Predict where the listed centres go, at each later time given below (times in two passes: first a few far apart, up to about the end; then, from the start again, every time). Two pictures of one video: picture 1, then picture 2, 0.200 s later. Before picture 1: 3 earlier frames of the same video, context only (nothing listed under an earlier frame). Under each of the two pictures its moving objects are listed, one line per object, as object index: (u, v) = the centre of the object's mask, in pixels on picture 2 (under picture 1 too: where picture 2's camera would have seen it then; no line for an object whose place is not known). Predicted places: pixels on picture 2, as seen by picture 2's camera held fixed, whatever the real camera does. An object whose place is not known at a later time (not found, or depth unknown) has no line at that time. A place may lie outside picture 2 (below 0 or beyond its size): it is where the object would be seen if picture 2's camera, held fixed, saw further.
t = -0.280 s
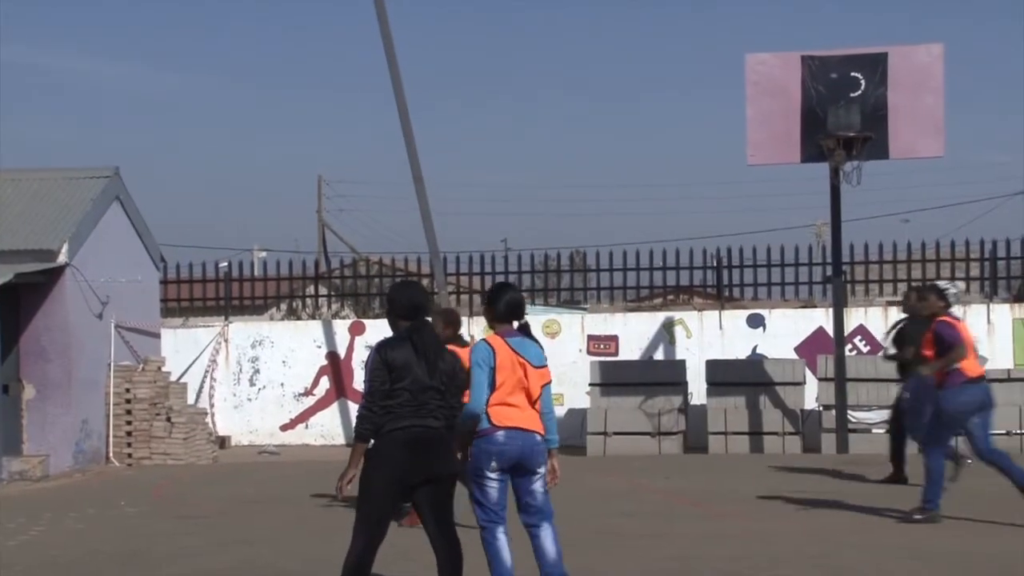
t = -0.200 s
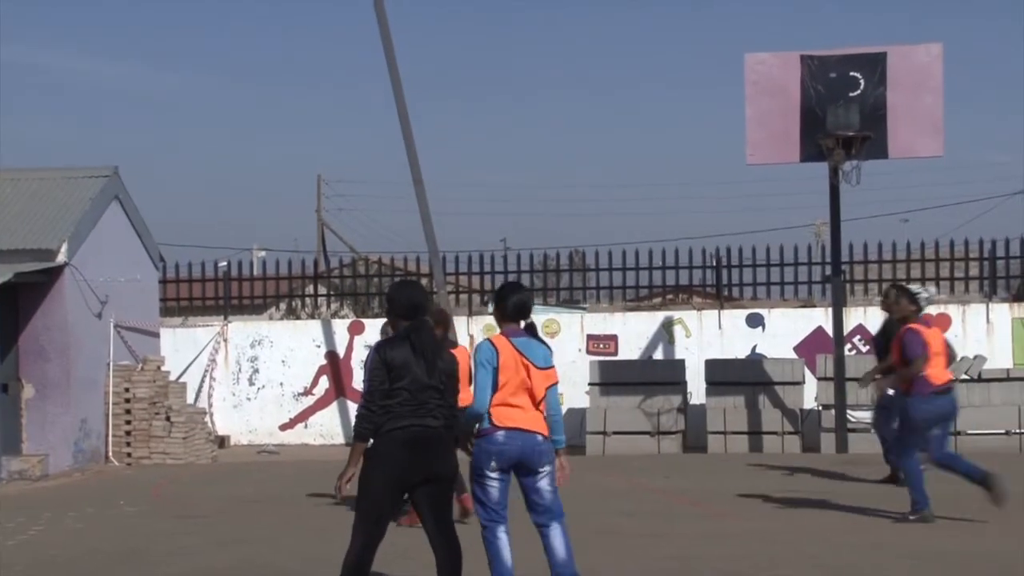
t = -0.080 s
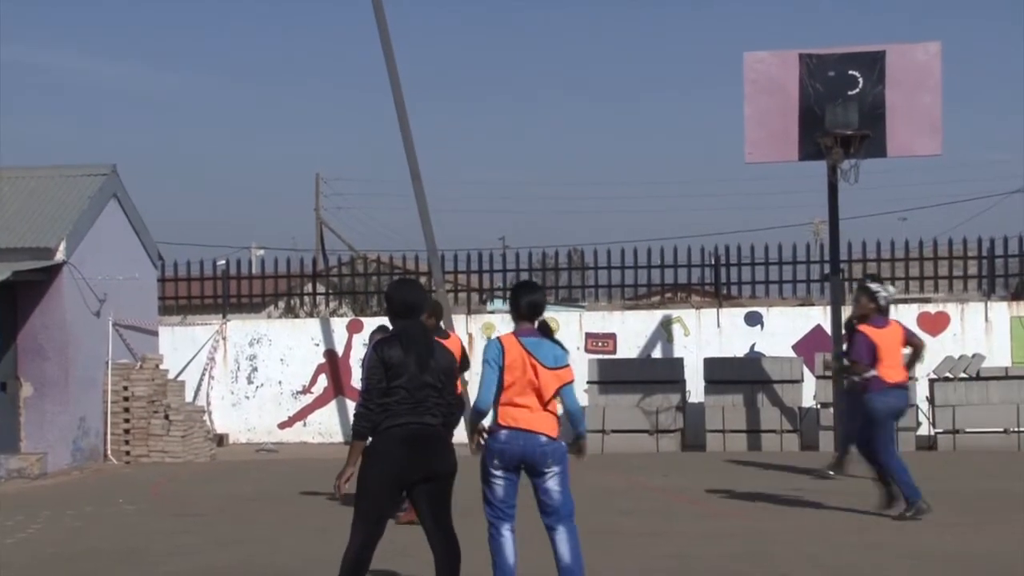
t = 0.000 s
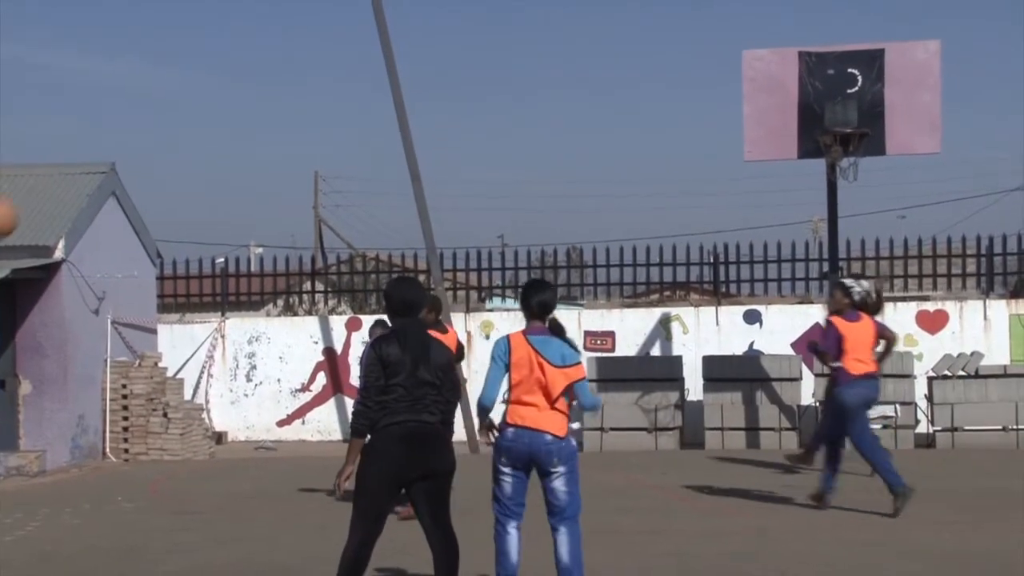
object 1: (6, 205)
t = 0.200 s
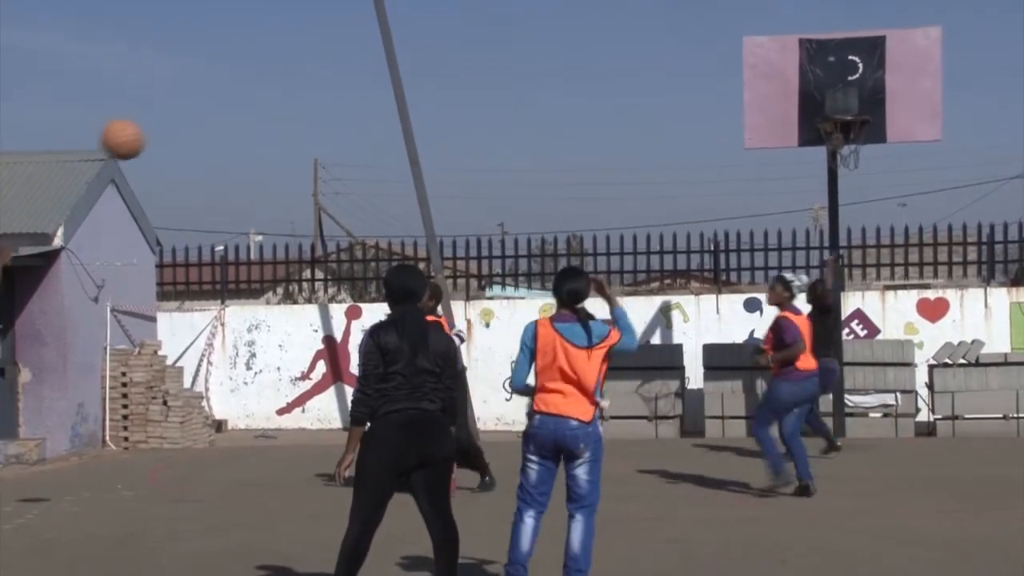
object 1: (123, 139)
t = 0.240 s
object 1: (146, 136)
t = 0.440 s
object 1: (255, 155)
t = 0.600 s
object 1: (331, 209)
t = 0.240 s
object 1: (146, 136)
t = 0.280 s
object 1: (170, 135)
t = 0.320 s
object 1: (192, 136)
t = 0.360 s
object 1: (214, 140)
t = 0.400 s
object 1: (235, 146)
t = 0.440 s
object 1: (255, 155)
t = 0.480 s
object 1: (275, 165)
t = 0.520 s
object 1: (293, 179)
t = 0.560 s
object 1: (313, 193)
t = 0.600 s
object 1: (331, 209)
